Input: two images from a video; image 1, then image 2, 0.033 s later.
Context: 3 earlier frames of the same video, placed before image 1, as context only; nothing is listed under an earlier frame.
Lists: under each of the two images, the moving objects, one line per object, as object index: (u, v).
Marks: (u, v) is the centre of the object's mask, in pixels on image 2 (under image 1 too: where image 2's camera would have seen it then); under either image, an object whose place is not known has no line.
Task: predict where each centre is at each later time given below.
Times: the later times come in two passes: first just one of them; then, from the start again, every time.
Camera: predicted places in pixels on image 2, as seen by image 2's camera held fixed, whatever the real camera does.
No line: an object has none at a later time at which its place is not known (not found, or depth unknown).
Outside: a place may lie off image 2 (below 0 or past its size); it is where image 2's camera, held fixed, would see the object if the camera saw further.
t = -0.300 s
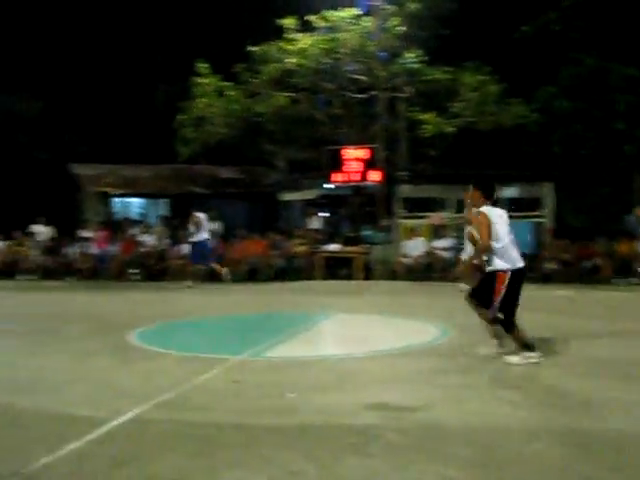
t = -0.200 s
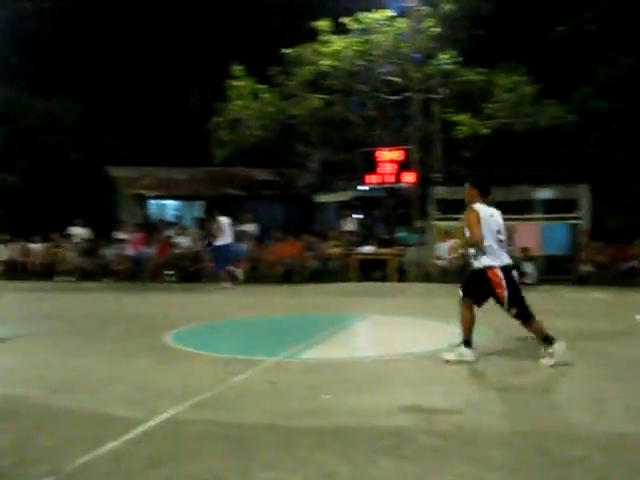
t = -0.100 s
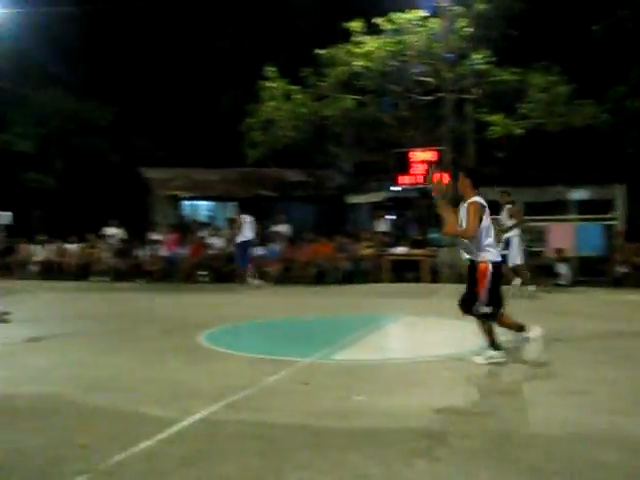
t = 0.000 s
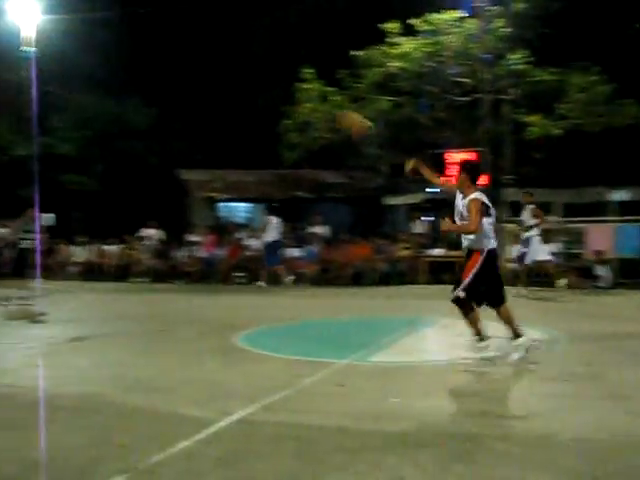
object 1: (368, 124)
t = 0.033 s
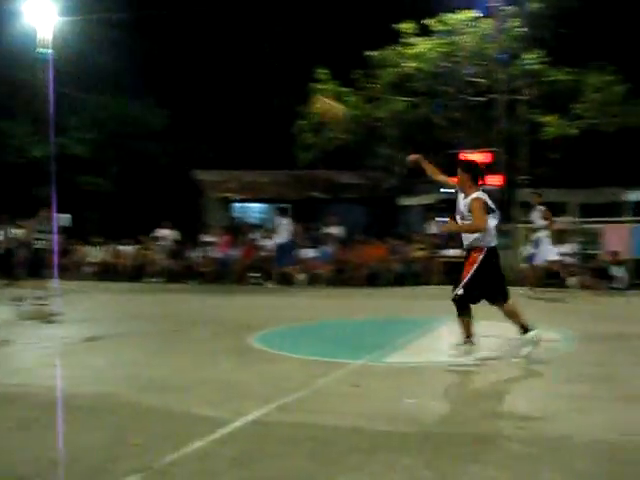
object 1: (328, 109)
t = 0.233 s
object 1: (113, 46)
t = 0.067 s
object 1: (288, 94)
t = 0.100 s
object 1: (251, 82)
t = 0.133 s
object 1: (215, 70)
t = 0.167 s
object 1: (179, 62)
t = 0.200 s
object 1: (145, 53)
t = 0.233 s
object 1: (113, 46)
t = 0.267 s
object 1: (82, 38)
